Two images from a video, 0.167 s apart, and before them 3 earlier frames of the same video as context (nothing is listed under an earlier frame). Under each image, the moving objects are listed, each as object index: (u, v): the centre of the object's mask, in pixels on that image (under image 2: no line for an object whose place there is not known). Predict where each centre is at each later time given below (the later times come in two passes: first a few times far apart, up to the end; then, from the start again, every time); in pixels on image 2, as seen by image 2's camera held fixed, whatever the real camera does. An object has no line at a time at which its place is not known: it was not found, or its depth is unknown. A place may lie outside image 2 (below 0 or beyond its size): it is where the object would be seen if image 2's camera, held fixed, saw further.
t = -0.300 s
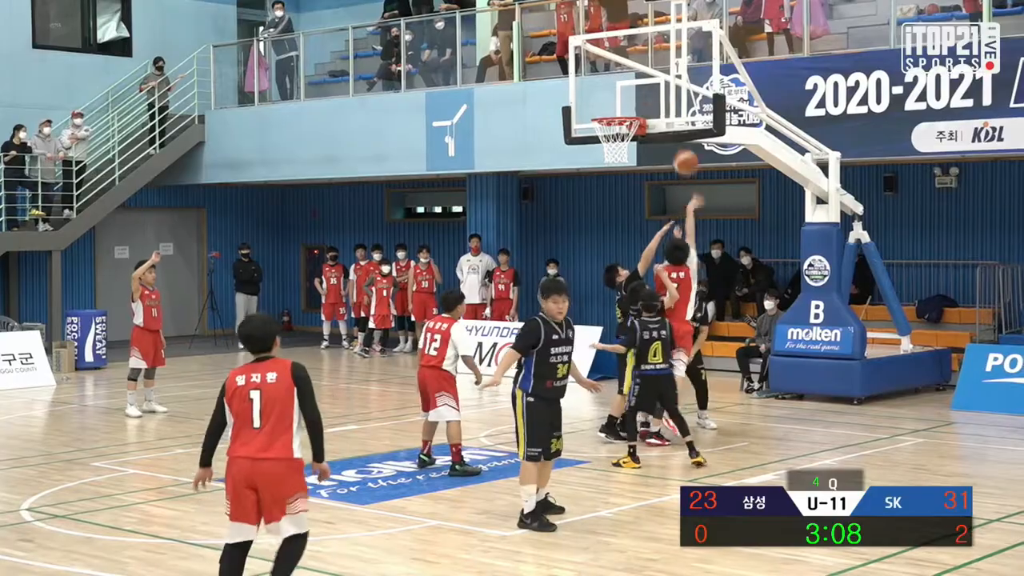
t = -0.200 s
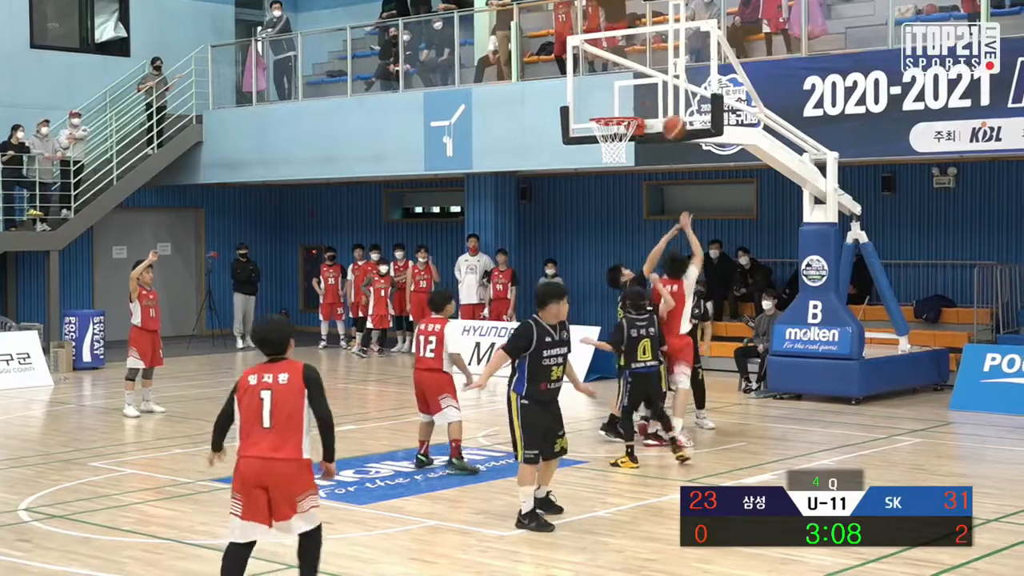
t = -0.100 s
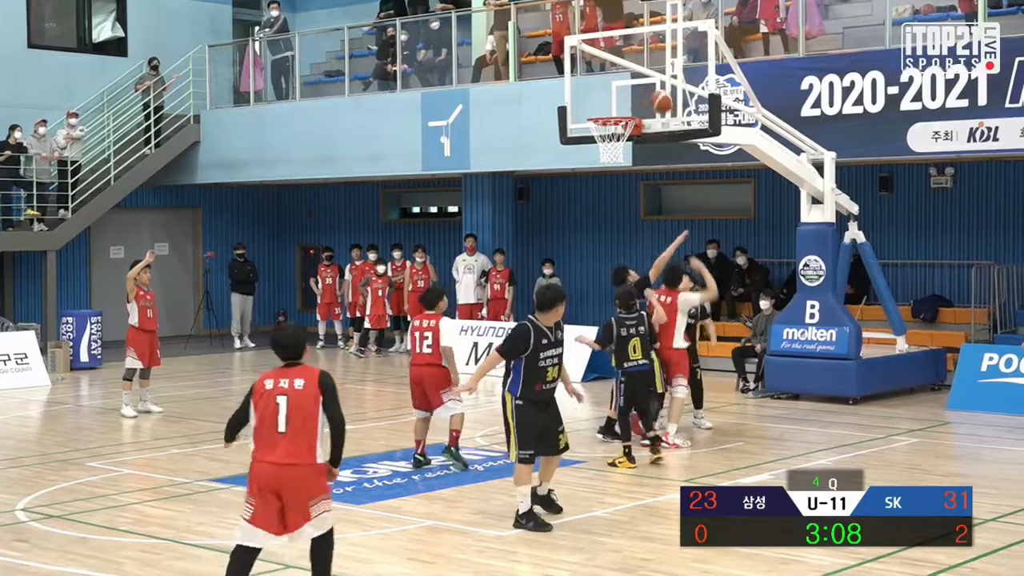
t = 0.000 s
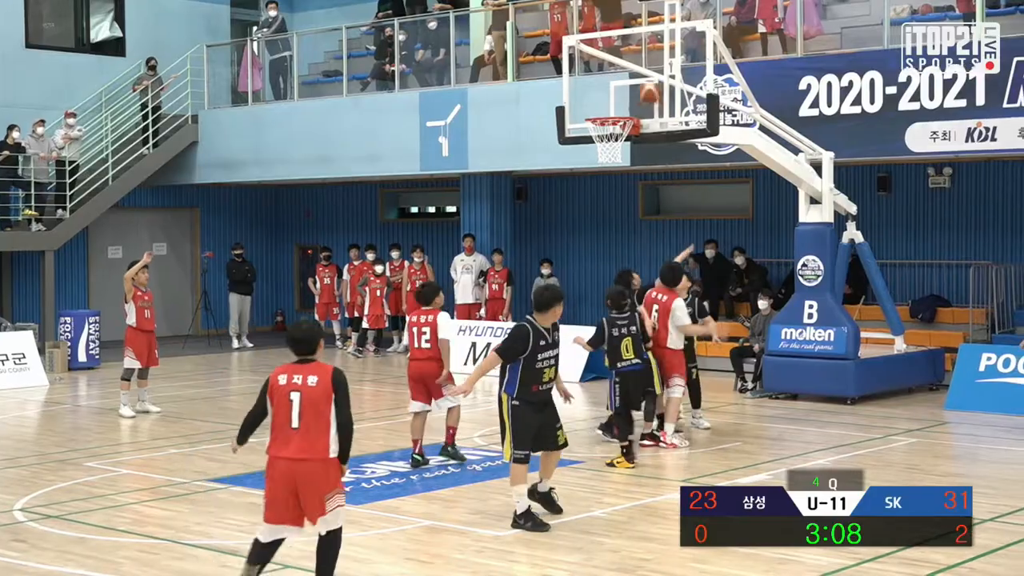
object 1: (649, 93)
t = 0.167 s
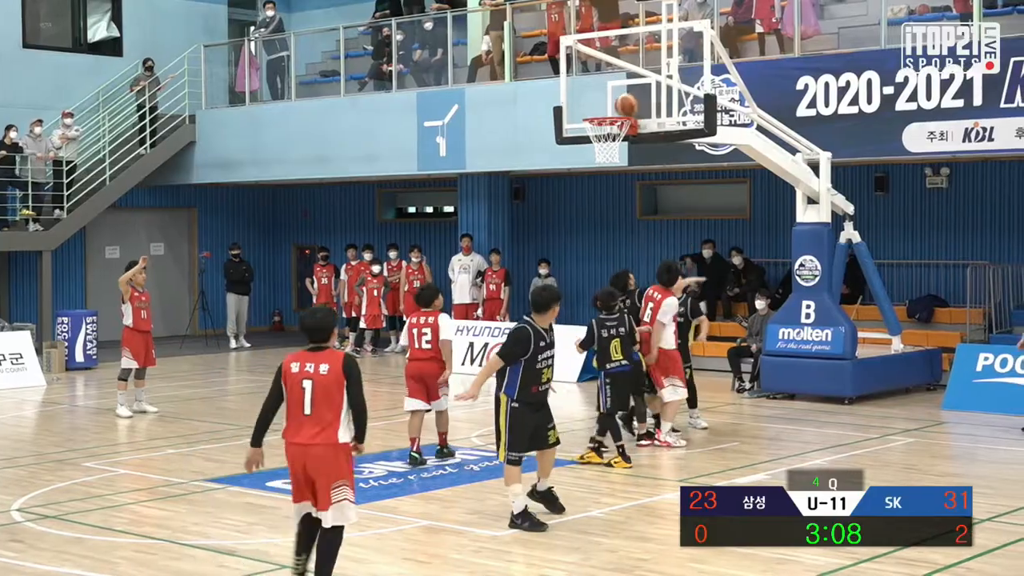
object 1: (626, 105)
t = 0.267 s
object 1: (615, 110)
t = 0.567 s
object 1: (591, 144)
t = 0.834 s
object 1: (604, 182)
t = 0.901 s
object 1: (608, 203)
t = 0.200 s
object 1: (622, 108)
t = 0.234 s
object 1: (618, 108)
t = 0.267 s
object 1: (615, 110)
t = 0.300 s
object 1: (610, 116)
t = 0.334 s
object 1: (607, 122)
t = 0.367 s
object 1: (604, 131)
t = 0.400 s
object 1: (599, 135)
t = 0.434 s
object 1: (595, 140)
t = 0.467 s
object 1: (593, 142)
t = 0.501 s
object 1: (591, 143)
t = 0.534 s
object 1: (590, 143)
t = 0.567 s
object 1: (591, 144)
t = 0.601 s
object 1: (594, 149)
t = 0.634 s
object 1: (595, 151)
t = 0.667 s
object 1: (596, 155)
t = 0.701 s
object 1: (597, 158)
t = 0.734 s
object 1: (598, 161)
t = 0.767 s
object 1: (600, 168)
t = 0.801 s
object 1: (603, 174)
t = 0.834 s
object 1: (604, 182)
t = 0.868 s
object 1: (606, 192)
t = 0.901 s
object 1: (608, 203)
